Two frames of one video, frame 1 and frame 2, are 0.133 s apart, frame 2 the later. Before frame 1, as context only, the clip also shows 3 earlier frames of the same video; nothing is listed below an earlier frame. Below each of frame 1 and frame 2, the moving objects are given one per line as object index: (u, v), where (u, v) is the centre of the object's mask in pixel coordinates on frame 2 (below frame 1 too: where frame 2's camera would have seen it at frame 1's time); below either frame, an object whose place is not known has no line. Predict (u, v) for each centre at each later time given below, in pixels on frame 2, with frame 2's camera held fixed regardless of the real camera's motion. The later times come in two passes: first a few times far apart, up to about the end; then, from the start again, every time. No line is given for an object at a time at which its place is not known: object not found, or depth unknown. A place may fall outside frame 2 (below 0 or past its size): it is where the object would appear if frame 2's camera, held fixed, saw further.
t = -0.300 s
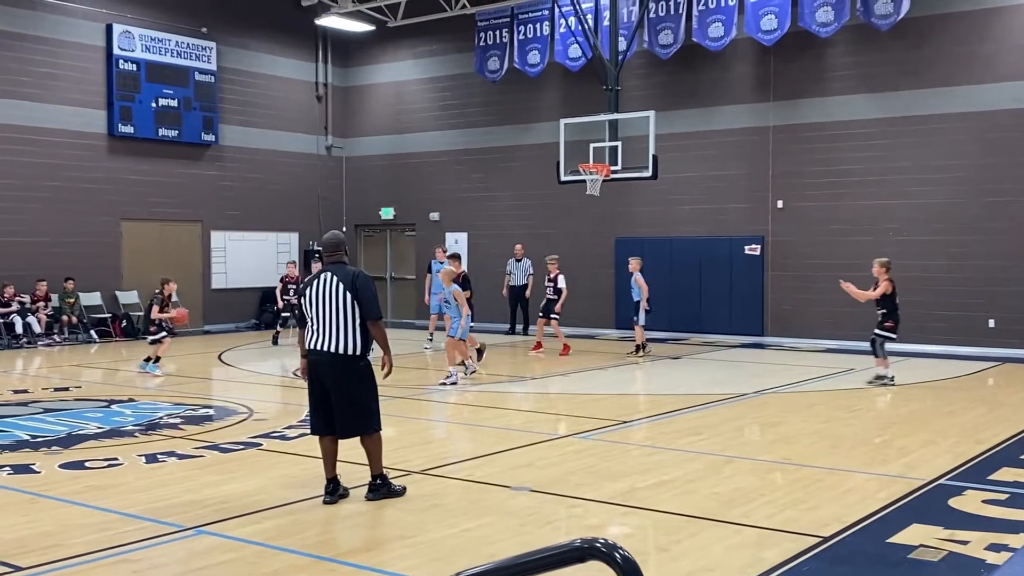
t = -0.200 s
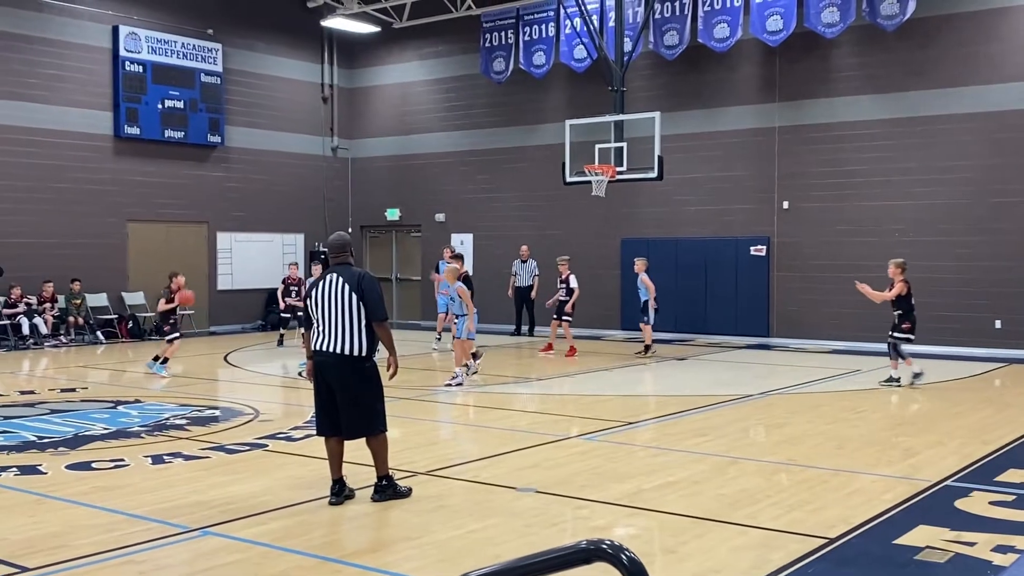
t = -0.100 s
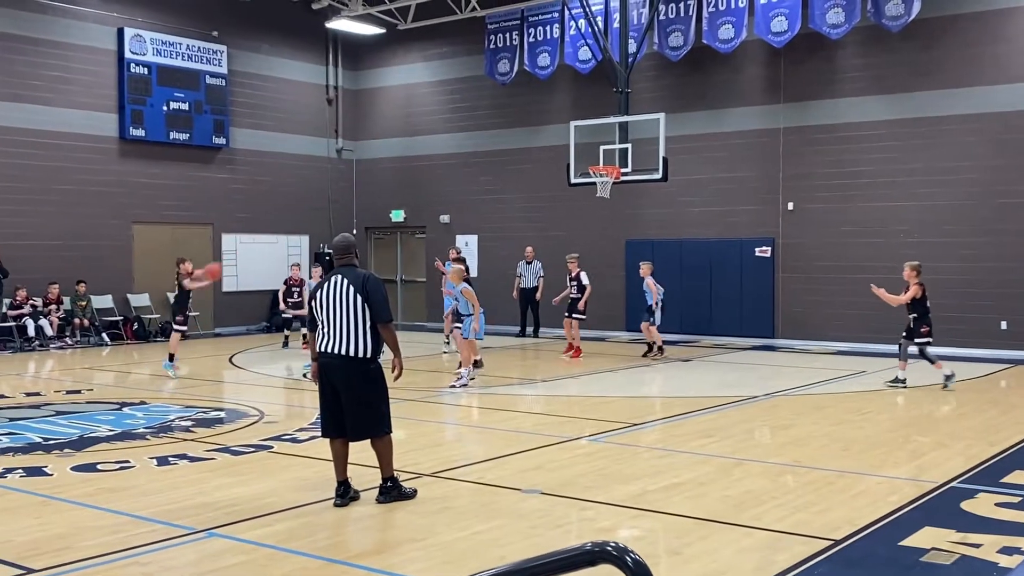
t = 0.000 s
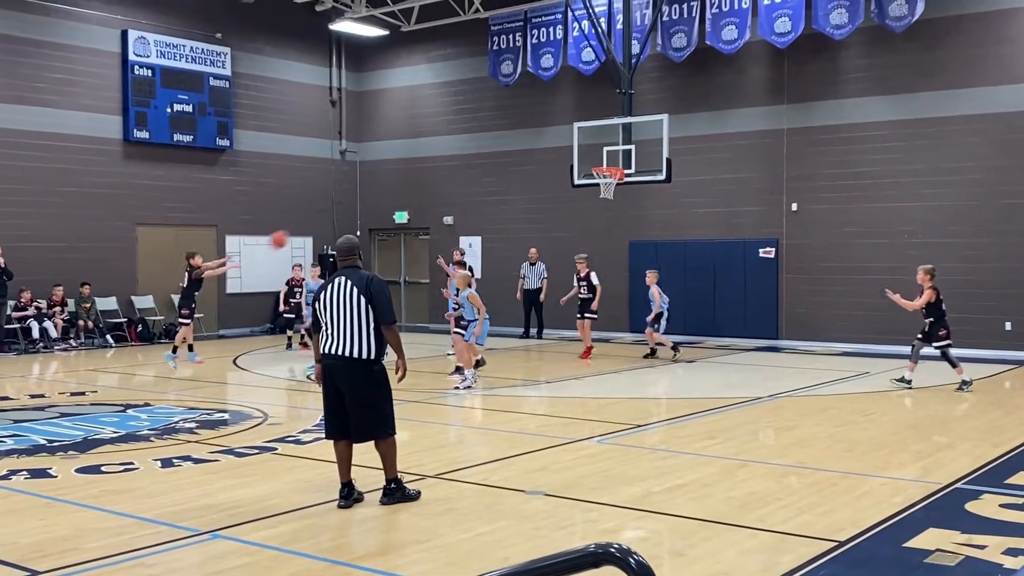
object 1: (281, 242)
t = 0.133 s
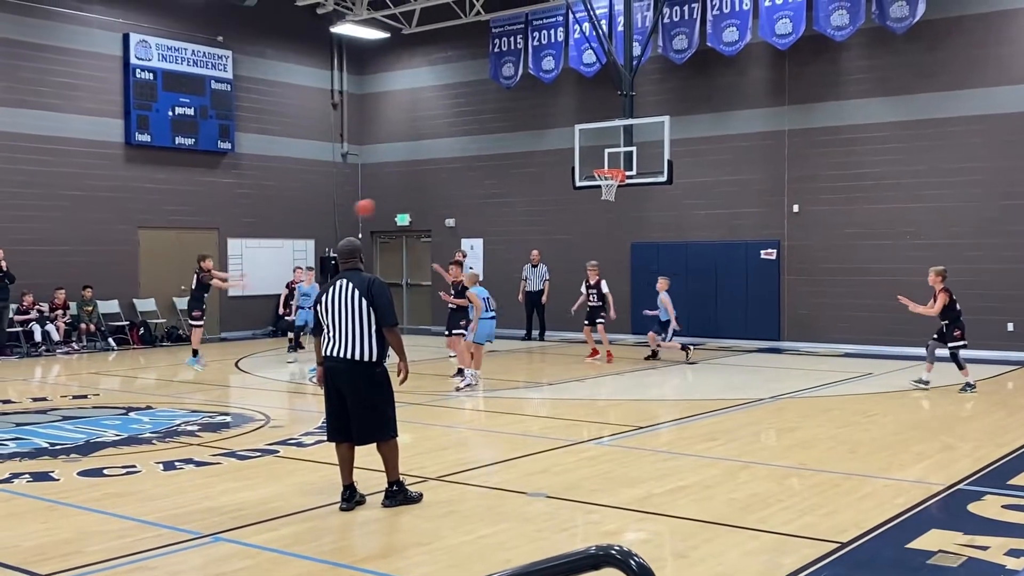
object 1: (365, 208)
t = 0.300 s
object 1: (469, 184)
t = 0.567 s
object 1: (639, 190)
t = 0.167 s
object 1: (386, 202)
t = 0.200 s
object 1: (406, 196)
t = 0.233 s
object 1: (427, 191)
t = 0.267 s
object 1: (448, 188)
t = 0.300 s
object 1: (469, 184)
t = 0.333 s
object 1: (490, 182)
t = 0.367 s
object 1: (511, 181)
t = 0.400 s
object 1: (531, 180)
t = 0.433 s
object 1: (553, 180)
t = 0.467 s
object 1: (575, 182)
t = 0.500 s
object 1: (597, 183)
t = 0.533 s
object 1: (618, 186)
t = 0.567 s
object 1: (639, 190)
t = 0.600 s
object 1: (660, 193)
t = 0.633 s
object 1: (681, 198)
